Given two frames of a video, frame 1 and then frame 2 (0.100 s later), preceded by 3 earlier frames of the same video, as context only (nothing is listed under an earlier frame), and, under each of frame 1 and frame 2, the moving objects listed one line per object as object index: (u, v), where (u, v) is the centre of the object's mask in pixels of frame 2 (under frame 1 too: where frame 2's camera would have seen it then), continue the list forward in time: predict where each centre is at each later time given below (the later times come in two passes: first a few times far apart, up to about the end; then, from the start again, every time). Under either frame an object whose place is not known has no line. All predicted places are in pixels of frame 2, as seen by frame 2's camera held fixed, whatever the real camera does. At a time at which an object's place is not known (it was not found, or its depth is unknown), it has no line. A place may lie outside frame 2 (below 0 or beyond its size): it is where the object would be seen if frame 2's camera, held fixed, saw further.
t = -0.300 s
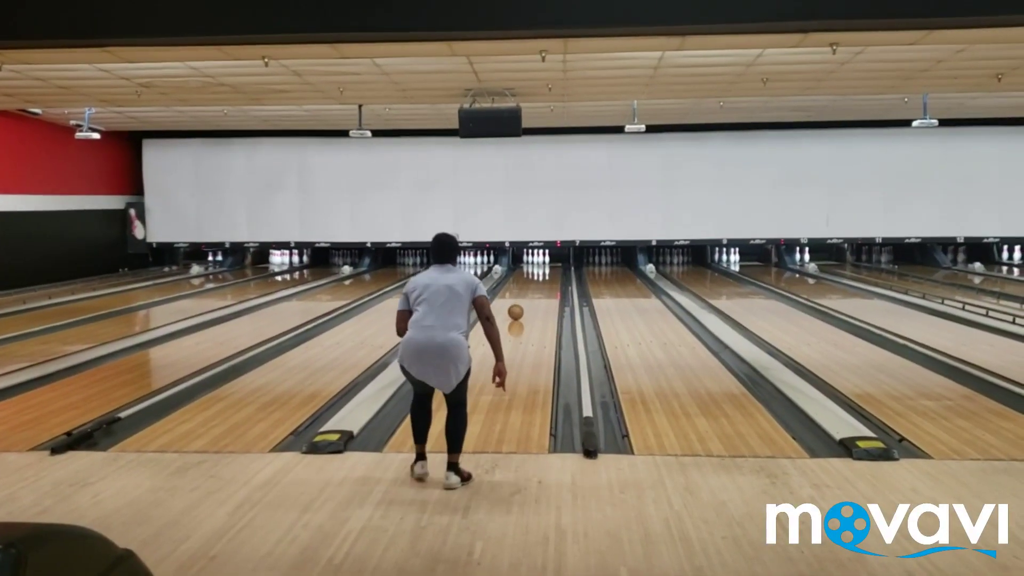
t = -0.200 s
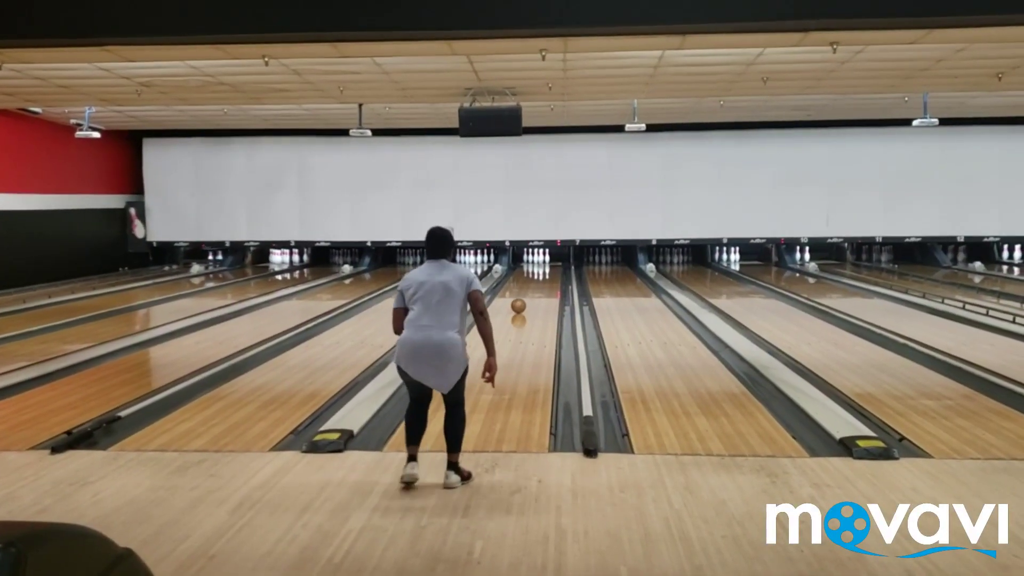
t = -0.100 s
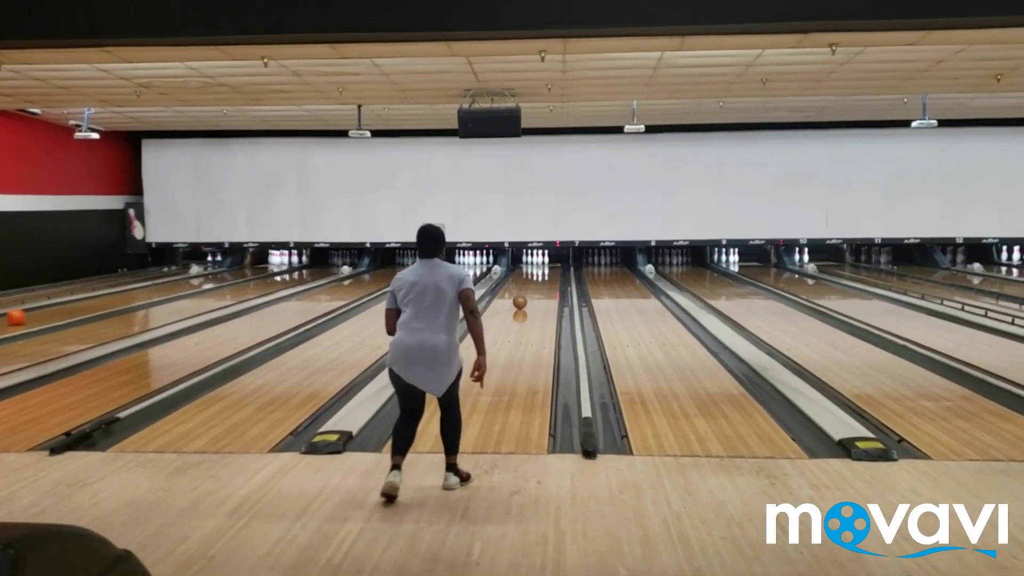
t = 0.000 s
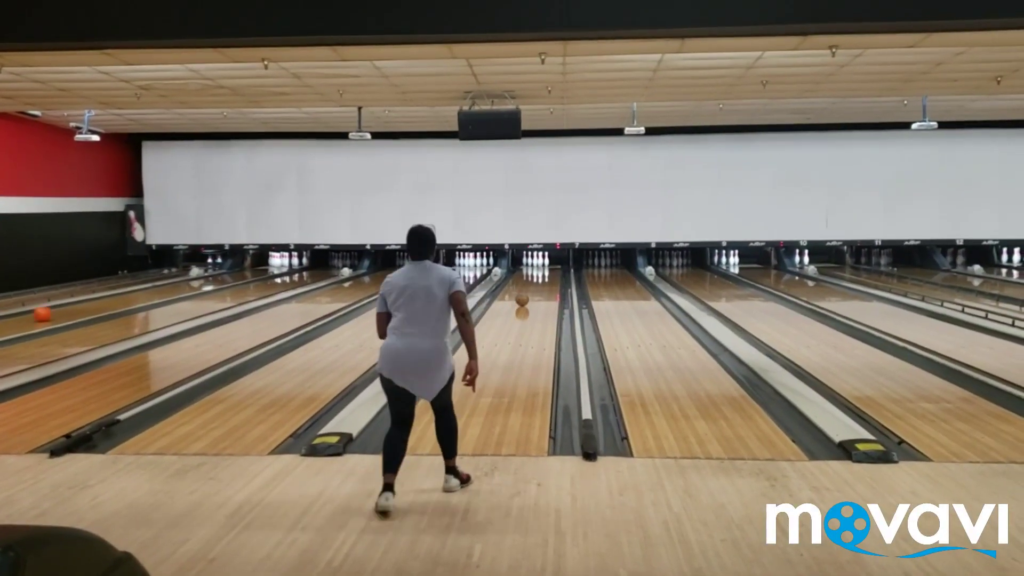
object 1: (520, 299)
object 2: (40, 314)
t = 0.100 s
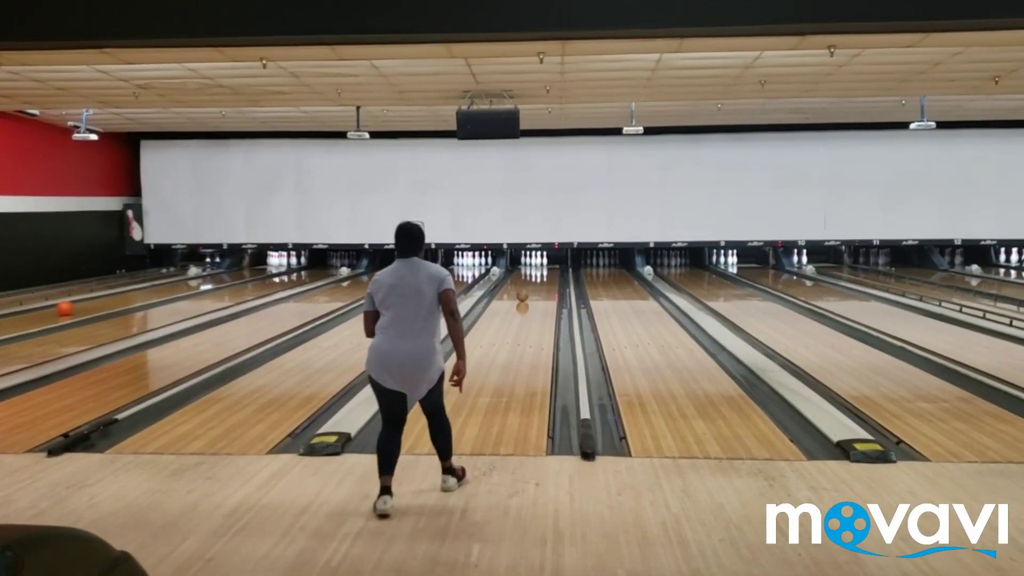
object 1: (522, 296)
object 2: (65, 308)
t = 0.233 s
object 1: (524, 290)
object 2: (93, 302)
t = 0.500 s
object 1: (528, 282)
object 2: (140, 292)
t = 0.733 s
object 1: (530, 276)
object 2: (174, 285)
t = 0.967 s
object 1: (532, 271)
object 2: (203, 278)
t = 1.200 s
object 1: (533, 267)
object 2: (226, 274)
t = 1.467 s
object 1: (534, 264)
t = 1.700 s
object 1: (528, 261)
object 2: (265, 267)
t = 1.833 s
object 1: (527, 261)
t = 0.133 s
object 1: (523, 294)
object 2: (72, 307)
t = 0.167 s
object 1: (523, 293)
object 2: (79, 305)
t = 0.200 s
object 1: (524, 292)
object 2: (86, 304)
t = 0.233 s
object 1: (524, 290)
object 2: (93, 302)
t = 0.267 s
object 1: (524, 289)
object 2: (99, 301)
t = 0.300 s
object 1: (525, 287)
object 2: (106, 300)
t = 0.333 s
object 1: (525, 286)
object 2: (112, 298)
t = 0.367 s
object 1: (525, 286)
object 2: (118, 296)
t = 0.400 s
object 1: (526, 285)
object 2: (124, 295)
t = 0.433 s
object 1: (526, 284)
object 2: (130, 294)
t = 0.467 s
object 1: (527, 283)
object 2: (135, 293)
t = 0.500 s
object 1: (528, 282)
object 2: (140, 292)
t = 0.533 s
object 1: (528, 281)
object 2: (145, 291)
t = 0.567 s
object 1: (528, 281)
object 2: (151, 290)
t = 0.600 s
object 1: (529, 280)
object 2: (155, 289)
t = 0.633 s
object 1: (529, 279)
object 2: (160, 288)
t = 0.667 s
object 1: (530, 278)
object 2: (165, 287)
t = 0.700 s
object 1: (530, 277)
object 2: (169, 287)
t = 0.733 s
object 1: (530, 276)
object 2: (174, 285)
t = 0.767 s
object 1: (530, 276)
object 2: (178, 285)
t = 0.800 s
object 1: (530, 275)
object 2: (182, 284)
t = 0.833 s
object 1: (531, 275)
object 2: (187, 283)
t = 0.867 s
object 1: (531, 274)
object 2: (191, 282)
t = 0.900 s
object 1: (532, 273)
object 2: (194, 282)
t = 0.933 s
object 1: (532, 273)
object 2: (199, 280)
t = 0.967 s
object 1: (532, 271)
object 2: (203, 278)
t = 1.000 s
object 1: (532, 271)
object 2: (206, 278)
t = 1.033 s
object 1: (533, 270)
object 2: (210, 277)
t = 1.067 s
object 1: (533, 270)
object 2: (213, 277)
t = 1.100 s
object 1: (533, 269)
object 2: (217, 276)
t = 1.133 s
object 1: (533, 269)
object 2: (220, 276)
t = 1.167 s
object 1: (533, 268)
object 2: (223, 275)
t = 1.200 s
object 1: (533, 267)
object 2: (226, 274)
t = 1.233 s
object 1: (534, 267)
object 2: (230, 274)
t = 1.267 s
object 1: (534, 266)
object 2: (232, 273)
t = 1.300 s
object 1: (534, 266)
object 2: (235, 273)
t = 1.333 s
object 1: (534, 266)
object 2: (238, 272)
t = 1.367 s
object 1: (534, 265)
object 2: (241, 271)
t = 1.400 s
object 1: (534, 264)
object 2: (243, 271)
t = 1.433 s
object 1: (534, 264)
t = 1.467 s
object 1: (534, 264)
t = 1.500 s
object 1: (534, 263)
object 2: (252, 269)
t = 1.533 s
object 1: (533, 263)
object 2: (254, 269)
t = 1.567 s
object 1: (533, 262)
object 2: (257, 268)
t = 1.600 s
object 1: (531, 262)
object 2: (259, 268)
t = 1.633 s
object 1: (531, 262)
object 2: (261, 267)
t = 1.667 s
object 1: (529, 262)
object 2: (263, 267)
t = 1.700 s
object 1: (528, 261)
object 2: (265, 267)
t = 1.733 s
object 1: (529, 262)
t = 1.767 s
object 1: (528, 261)
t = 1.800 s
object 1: (528, 261)
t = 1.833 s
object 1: (527, 261)
